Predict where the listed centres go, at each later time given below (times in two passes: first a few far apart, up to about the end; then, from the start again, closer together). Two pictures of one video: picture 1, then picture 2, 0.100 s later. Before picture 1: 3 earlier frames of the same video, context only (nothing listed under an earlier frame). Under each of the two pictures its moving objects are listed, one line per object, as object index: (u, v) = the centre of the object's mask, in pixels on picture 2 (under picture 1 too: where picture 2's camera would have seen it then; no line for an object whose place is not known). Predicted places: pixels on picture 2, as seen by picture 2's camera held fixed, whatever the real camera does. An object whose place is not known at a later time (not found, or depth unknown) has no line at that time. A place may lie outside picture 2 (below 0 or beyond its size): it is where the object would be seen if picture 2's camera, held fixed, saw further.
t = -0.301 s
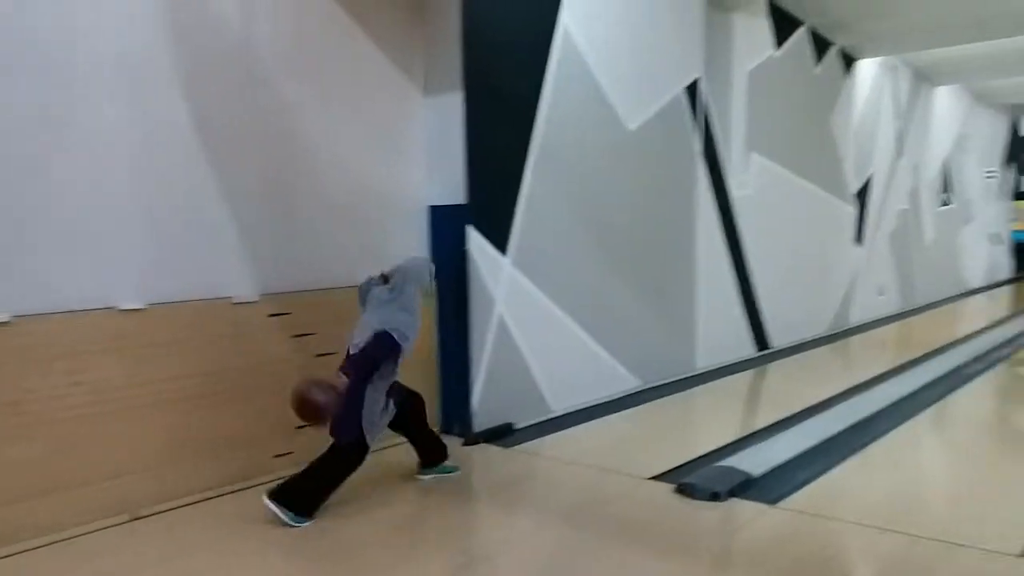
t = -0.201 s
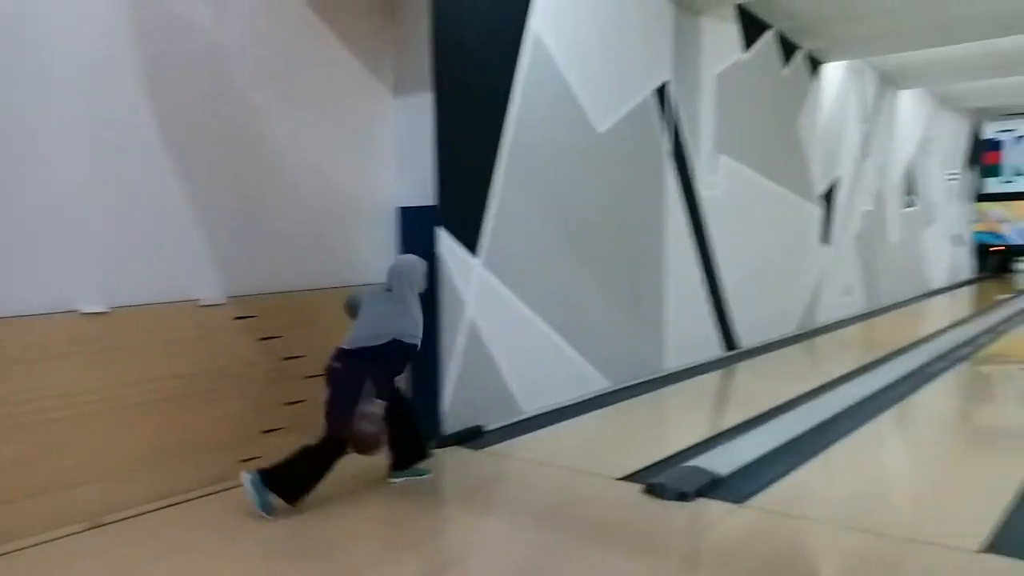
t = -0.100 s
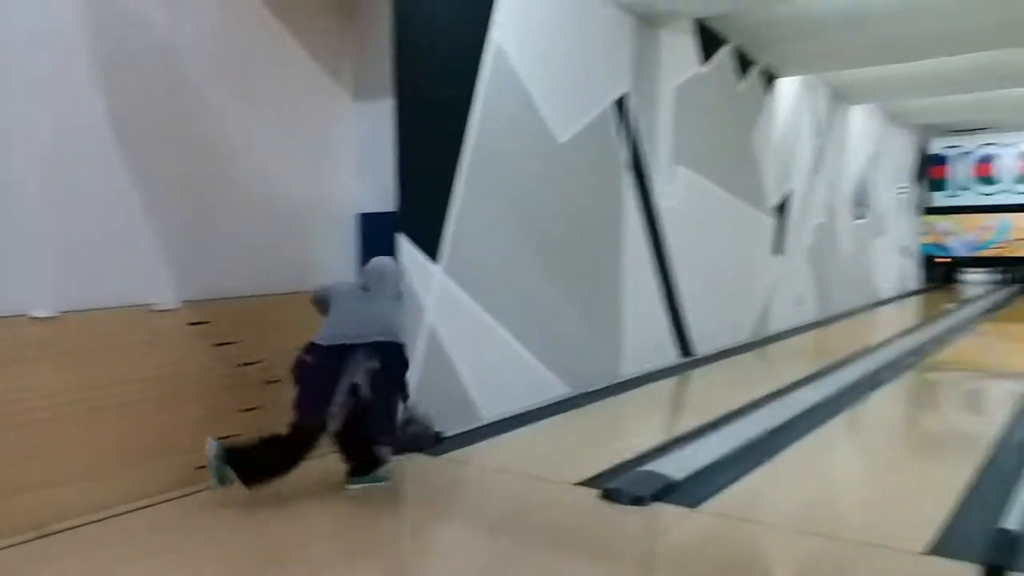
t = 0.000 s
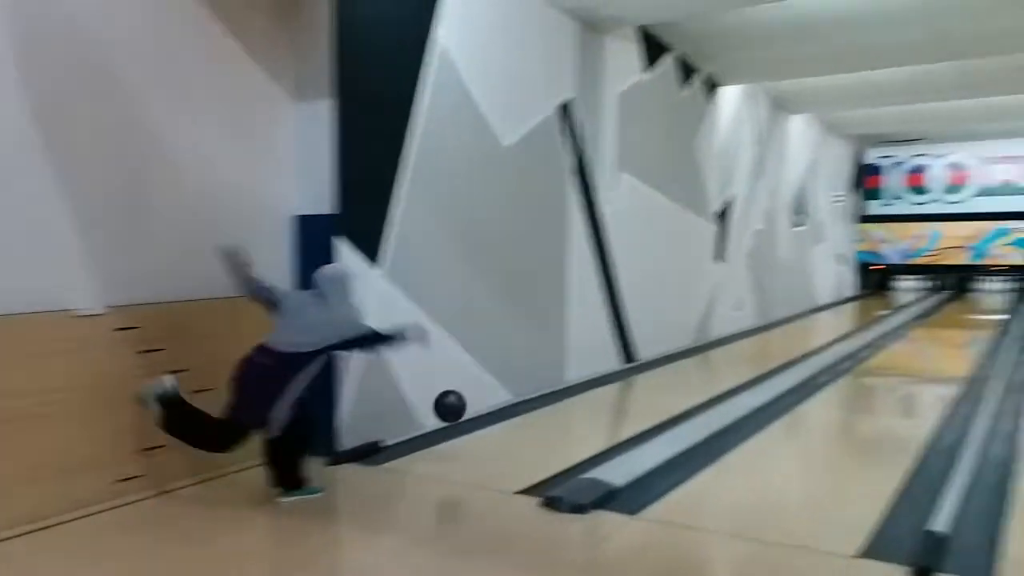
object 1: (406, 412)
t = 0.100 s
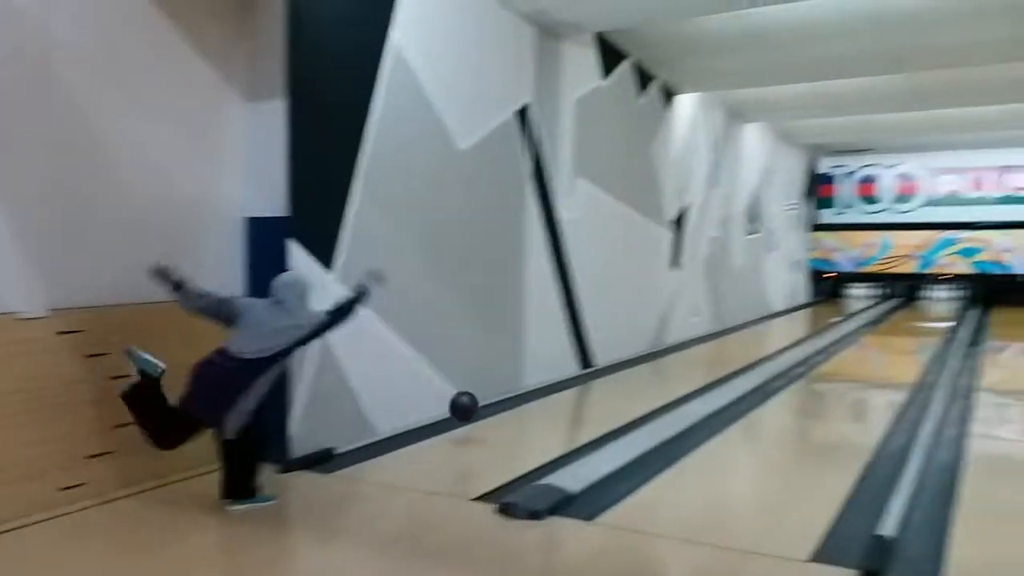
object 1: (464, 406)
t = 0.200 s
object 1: (514, 414)
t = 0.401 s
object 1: (587, 386)
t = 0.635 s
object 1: (652, 363)
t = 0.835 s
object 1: (687, 350)
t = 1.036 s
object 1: (718, 341)
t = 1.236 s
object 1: (744, 331)
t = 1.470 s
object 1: (769, 323)
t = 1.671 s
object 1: (787, 316)
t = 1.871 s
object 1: (801, 311)
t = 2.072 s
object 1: (817, 306)
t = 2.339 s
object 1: (827, 300)
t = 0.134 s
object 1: (482, 407)
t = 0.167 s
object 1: (497, 410)
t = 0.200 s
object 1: (514, 414)
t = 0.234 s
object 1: (527, 408)
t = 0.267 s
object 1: (540, 403)
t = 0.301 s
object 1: (553, 399)
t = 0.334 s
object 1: (565, 394)
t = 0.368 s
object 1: (576, 390)
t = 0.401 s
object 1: (587, 386)
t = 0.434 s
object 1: (597, 383)
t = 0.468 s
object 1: (608, 381)
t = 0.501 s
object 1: (616, 375)
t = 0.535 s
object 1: (624, 373)
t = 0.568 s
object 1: (633, 369)
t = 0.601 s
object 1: (641, 366)
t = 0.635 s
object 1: (652, 363)
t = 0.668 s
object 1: (658, 361)
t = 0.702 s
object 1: (663, 358)
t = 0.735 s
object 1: (669, 356)
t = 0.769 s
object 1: (675, 354)
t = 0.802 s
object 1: (682, 352)
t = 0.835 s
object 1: (687, 350)
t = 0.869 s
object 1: (693, 348)
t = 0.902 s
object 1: (698, 347)
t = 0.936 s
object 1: (704, 345)
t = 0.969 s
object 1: (709, 343)
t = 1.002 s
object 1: (714, 342)
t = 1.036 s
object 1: (718, 341)
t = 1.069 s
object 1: (723, 338)
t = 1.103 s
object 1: (728, 337)
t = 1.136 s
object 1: (732, 335)
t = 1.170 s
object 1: (737, 334)
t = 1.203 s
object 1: (740, 332)
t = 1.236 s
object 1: (744, 331)
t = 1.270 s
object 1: (748, 329)
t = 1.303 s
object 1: (752, 328)
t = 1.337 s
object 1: (756, 327)
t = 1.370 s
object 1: (759, 325)
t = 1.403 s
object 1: (762, 324)
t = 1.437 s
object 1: (766, 324)
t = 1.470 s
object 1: (769, 323)
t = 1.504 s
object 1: (772, 321)
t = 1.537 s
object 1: (775, 320)
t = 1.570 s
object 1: (778, 319)
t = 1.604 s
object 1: (781, 319)
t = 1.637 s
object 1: (784, 318)
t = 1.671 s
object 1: (787, 316)
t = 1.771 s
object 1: (795, 314)
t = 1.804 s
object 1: (797, 313)
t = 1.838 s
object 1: (799, 312)
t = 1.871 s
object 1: (801, 311)
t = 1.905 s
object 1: (804, 311)
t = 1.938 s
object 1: (806, 310)
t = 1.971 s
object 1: (808, 310)
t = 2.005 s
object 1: (811, 308)
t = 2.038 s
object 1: (814, 308)
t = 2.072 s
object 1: (817, 306)
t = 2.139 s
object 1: (820, 305)
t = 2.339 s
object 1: (827, 300)
